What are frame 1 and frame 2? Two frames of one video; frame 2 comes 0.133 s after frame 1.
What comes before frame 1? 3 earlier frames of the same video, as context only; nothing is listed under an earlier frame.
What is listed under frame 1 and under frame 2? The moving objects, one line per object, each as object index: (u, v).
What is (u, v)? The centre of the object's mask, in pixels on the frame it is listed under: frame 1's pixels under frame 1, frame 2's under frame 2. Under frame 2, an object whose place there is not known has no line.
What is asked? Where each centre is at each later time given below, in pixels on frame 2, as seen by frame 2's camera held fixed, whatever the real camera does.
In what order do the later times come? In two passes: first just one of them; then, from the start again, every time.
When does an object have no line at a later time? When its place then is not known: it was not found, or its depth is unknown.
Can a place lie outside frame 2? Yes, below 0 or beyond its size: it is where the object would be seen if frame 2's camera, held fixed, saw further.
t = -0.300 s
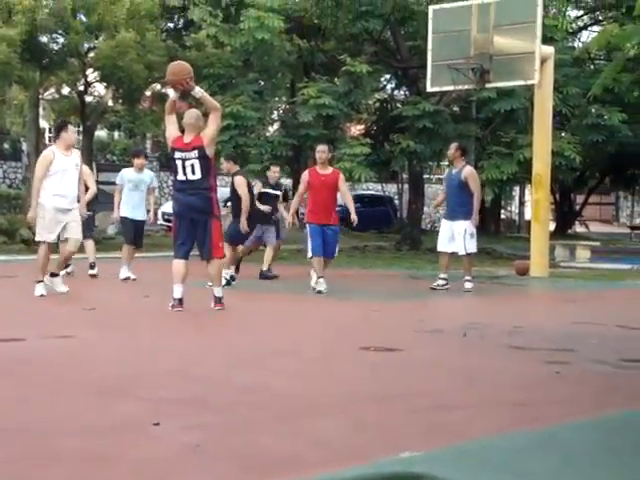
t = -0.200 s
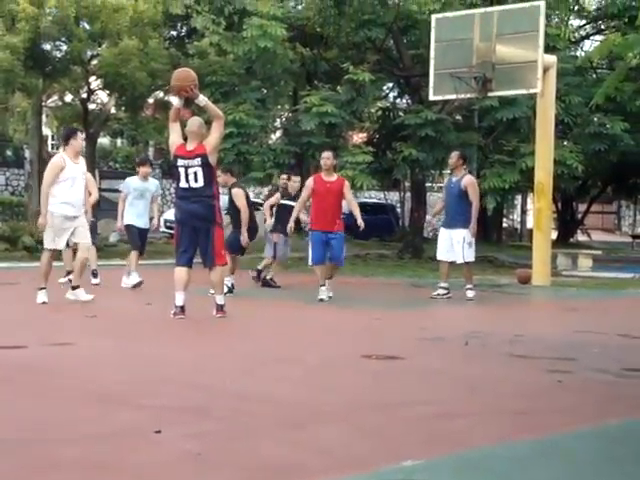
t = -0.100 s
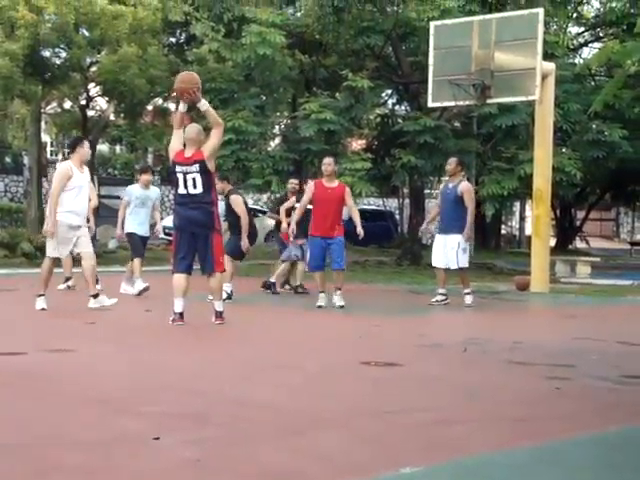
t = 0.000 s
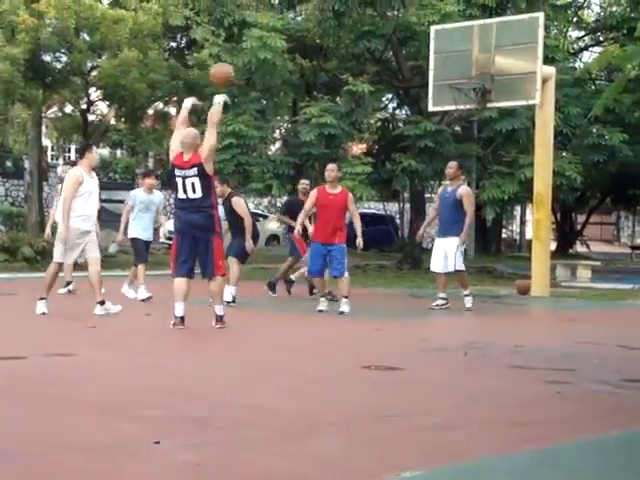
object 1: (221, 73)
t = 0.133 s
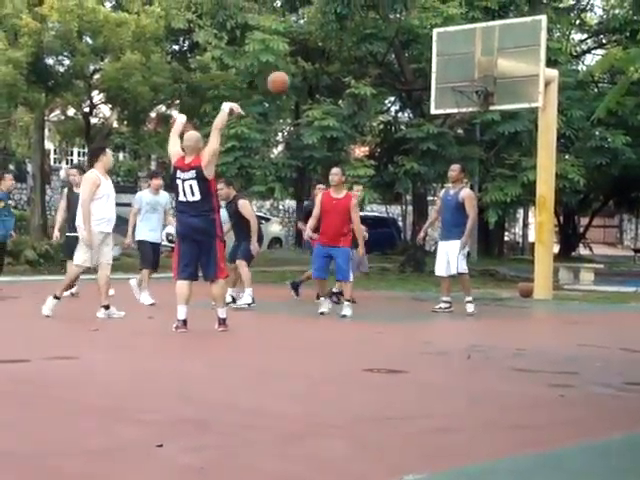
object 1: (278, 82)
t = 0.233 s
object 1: (312, 96)
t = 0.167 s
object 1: (290, 85)
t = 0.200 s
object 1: (301, 89)
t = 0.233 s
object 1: (312, 96)
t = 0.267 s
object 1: (323, 101)
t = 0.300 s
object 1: (334, 107)
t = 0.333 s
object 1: (343, 115)
